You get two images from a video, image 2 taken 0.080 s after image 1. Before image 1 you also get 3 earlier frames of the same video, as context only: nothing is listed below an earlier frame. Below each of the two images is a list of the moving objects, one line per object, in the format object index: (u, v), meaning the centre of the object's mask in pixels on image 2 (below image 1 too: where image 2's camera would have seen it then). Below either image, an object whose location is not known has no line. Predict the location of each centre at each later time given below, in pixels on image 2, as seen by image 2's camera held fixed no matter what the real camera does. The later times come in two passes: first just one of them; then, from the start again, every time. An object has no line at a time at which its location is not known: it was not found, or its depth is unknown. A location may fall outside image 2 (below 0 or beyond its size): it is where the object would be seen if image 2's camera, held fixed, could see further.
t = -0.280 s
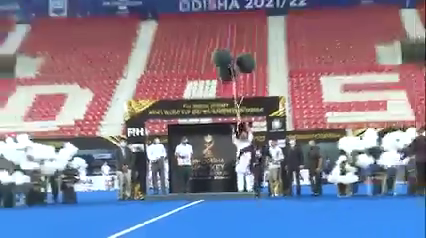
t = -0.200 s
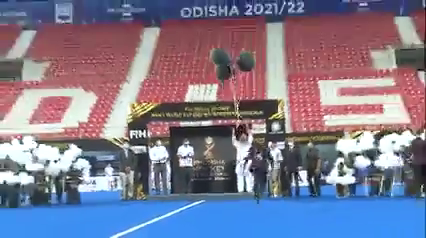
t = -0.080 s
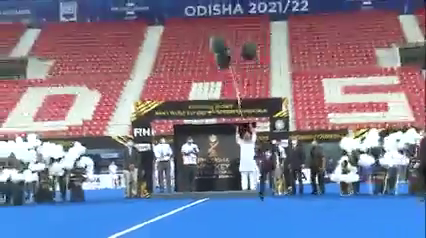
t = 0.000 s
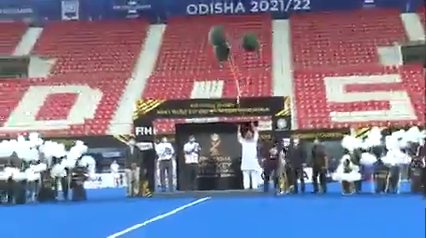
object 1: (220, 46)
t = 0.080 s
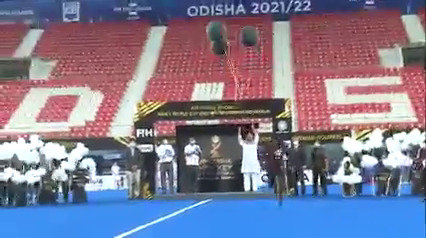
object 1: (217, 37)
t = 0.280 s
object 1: (210, 18)
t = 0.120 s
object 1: (216, 34)
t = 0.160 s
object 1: (214, 31)
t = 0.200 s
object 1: (213, 27)
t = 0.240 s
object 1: (212, 25)
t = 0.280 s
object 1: (210, 18)
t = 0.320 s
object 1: (208, 13)
